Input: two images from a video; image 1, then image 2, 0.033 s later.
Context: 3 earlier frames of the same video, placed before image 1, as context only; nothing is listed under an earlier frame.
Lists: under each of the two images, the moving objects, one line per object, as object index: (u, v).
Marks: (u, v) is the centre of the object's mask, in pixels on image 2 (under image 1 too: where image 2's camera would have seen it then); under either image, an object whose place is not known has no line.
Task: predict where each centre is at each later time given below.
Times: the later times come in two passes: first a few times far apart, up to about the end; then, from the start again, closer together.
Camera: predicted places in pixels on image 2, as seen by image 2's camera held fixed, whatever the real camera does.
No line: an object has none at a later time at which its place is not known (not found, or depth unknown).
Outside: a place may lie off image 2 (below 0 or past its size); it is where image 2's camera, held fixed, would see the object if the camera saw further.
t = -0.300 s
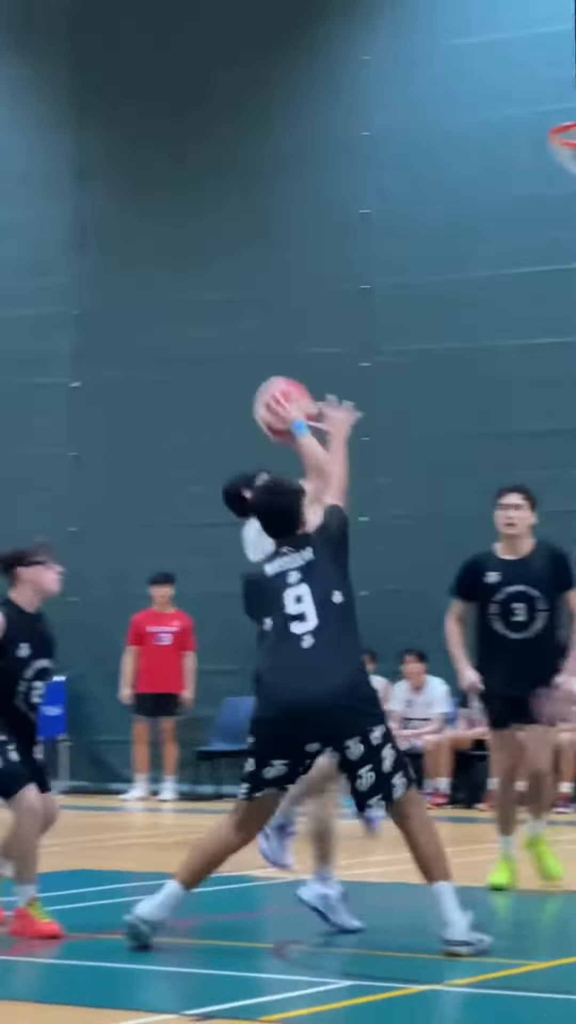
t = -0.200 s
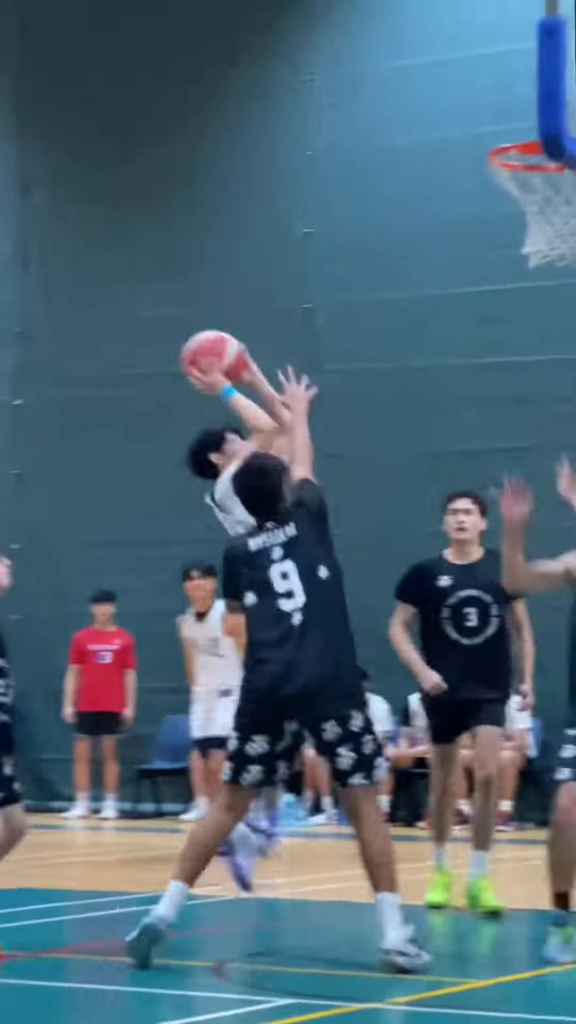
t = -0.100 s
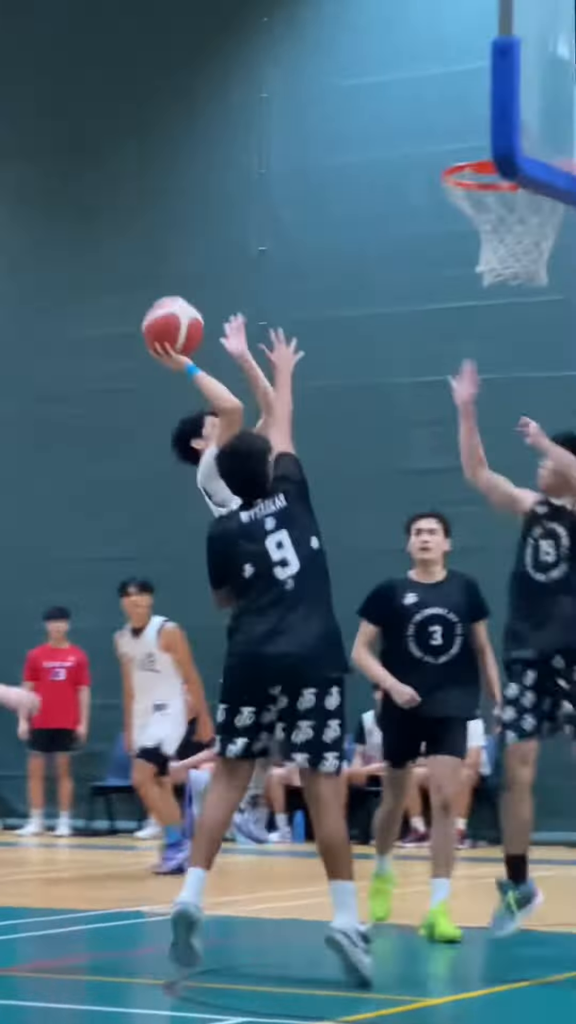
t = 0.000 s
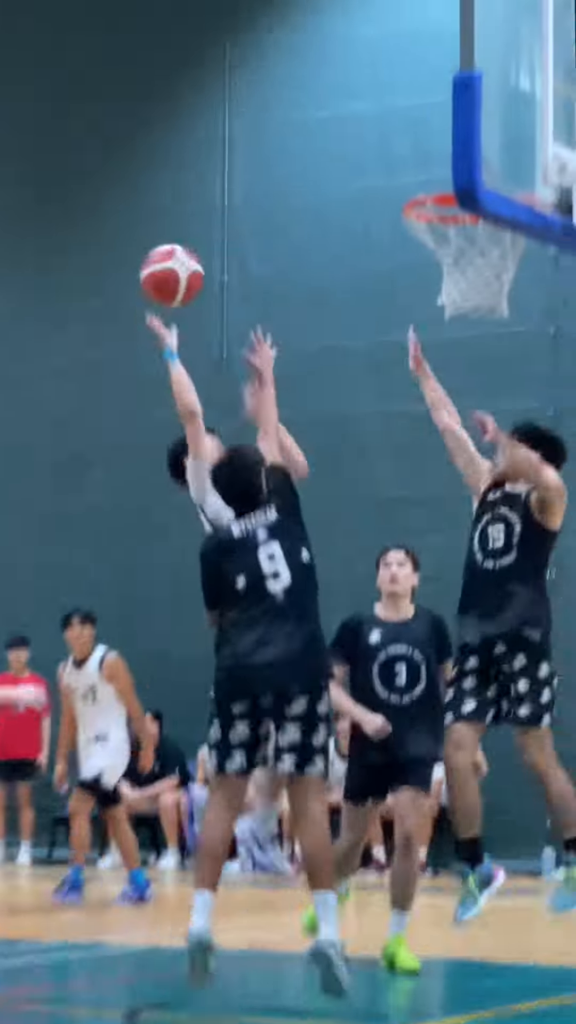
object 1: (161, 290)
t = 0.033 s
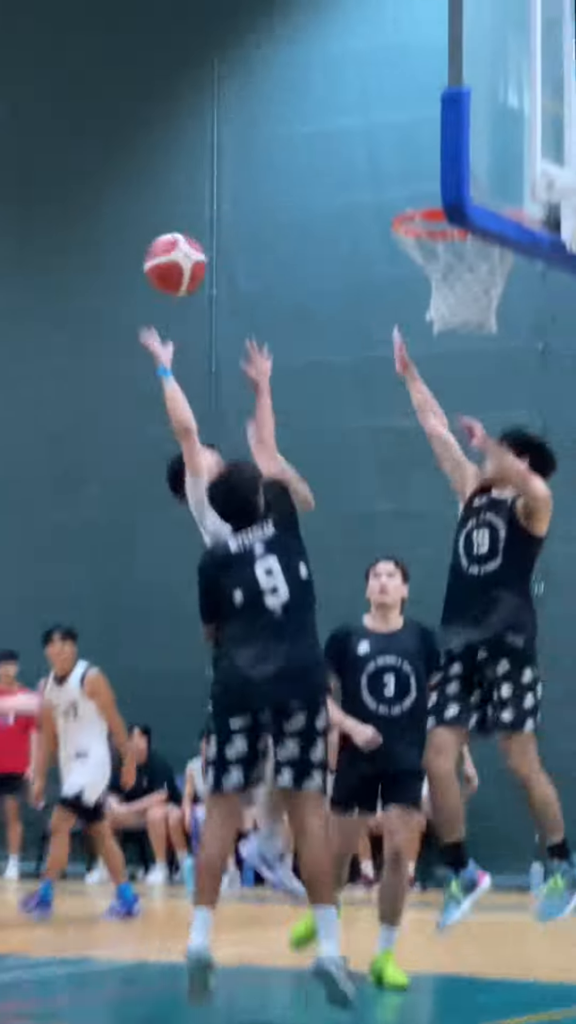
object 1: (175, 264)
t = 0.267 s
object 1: (280, 159)
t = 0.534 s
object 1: (402, 196)
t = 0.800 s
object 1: (431, 194)
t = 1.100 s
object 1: (481, 274)
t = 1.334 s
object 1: (457, 328)
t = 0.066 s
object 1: (190, 241)
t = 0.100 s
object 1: (205, 221)
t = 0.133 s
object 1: (220, 203)
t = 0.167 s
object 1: (235, 188)
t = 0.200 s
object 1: (251, 176)
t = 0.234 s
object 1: (266, 167)
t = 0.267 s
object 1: (280, 159)
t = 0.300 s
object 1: (296, 154)
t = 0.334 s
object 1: (311, 153)
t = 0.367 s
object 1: (326, 153)
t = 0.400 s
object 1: (342, 157)
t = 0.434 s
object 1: (357, 164)
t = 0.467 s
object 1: (372, 174)
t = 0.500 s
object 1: (388, 186)
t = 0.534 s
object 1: (402, 196)
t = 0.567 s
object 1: (409, 194)
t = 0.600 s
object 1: (414, 188)
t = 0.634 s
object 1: (418, 183)
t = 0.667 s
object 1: (421, 181)
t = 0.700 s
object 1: (423, 180)
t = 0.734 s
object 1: (426, 183)
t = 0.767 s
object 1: (429, 187)
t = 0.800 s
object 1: (431, 194)
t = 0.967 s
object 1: (469, 247)
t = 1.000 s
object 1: (470, 252)
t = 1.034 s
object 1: (475, 259)
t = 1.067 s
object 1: (480, 267)
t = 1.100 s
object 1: (481, 274)
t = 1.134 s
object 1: (480, 279)
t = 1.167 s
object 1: (478, 283)
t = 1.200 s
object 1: (473, 289)
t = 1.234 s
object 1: (469, 296)
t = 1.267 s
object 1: (465, 304)
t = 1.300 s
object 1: (461, 314)
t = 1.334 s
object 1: (457, 328)
